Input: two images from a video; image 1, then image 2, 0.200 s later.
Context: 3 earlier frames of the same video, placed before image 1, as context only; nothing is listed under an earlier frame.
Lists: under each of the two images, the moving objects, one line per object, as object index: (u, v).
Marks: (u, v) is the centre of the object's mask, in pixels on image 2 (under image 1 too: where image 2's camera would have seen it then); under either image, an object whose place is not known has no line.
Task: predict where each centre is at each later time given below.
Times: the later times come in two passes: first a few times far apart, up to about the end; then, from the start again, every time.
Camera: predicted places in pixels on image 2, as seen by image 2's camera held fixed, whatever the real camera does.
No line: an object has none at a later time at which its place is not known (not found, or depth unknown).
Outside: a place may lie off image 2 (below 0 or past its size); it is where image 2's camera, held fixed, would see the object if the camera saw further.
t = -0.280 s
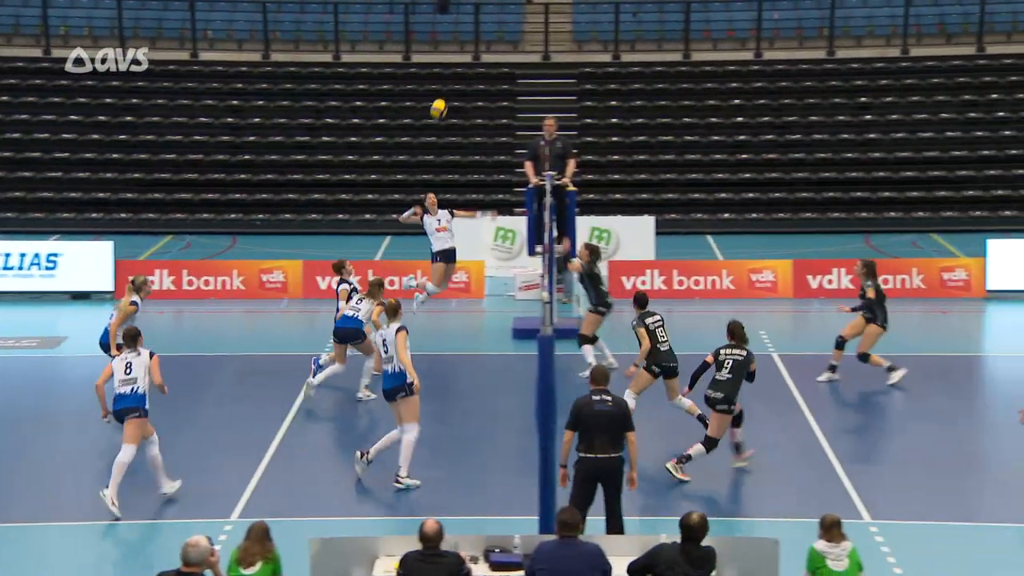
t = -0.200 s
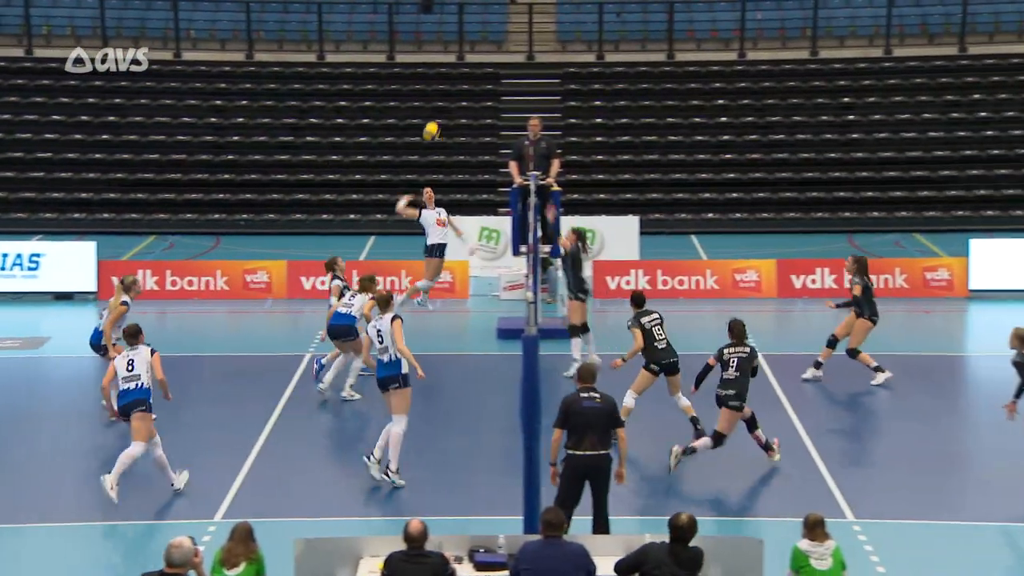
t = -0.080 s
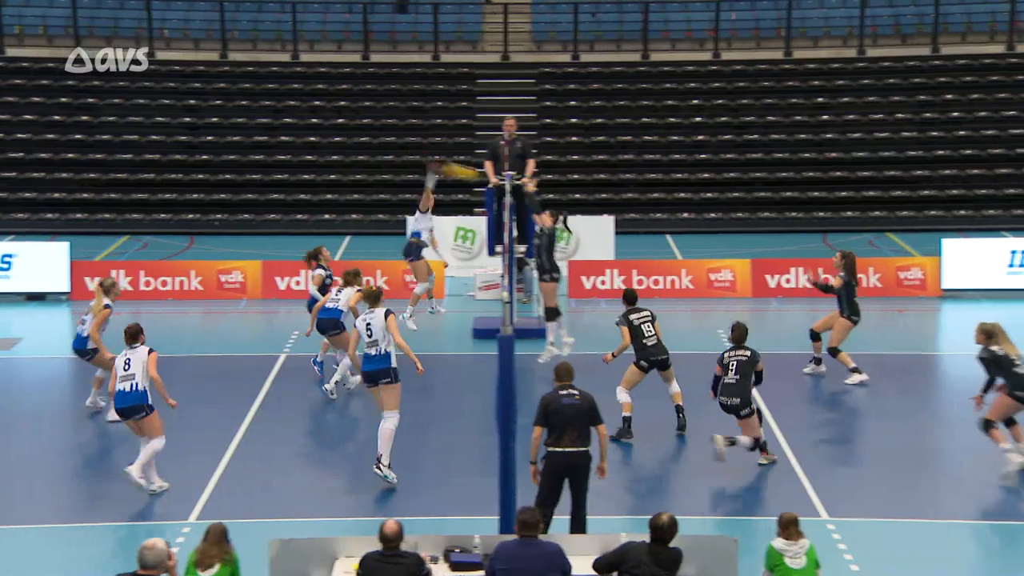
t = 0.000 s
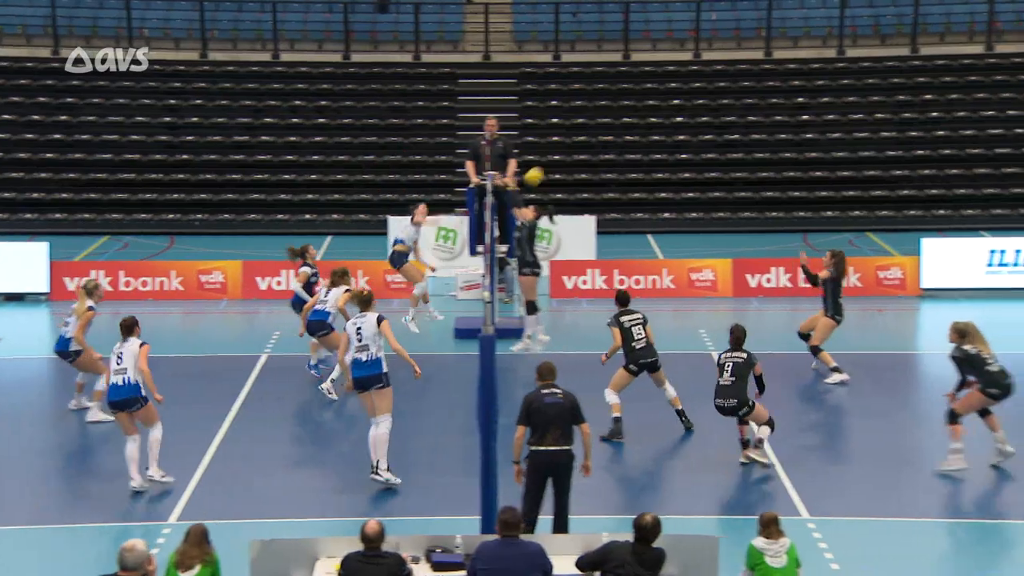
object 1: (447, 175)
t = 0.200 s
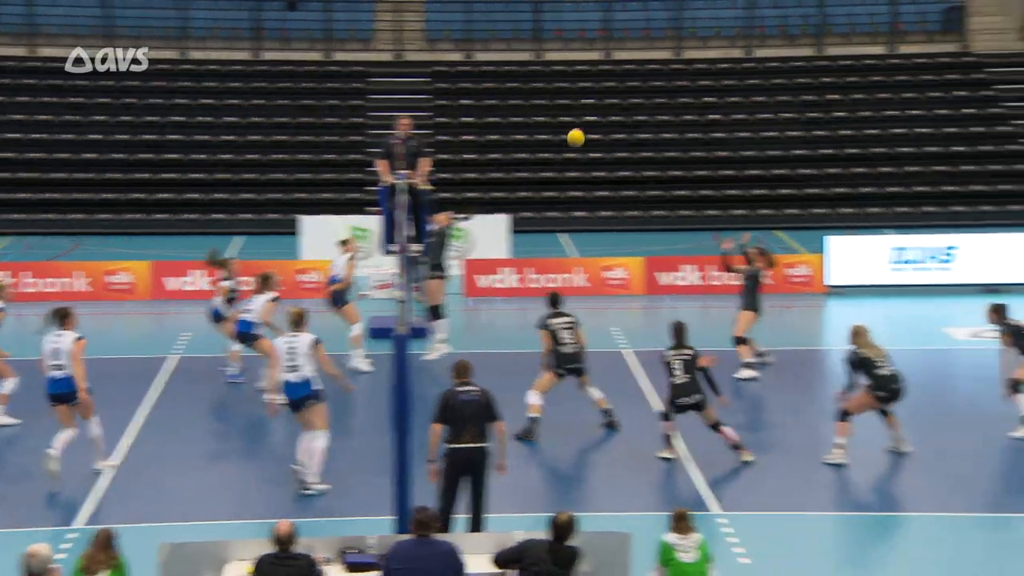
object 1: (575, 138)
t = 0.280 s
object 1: (630, 133)
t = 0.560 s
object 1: (834, 163)
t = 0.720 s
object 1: (958, 217)
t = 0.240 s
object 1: (603, 135)
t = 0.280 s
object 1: (630, 133)
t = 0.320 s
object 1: (658, 133)
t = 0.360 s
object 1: (686, 134)
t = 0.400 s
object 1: (715, 136)
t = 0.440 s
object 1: (744, 141)
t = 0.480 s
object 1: (773, 147)
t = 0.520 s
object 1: (803, 155)
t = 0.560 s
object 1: (834, 163)
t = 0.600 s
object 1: (864, 175)
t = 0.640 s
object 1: (894, 187)
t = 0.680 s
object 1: (926, 202)
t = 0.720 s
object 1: (958, 217)
